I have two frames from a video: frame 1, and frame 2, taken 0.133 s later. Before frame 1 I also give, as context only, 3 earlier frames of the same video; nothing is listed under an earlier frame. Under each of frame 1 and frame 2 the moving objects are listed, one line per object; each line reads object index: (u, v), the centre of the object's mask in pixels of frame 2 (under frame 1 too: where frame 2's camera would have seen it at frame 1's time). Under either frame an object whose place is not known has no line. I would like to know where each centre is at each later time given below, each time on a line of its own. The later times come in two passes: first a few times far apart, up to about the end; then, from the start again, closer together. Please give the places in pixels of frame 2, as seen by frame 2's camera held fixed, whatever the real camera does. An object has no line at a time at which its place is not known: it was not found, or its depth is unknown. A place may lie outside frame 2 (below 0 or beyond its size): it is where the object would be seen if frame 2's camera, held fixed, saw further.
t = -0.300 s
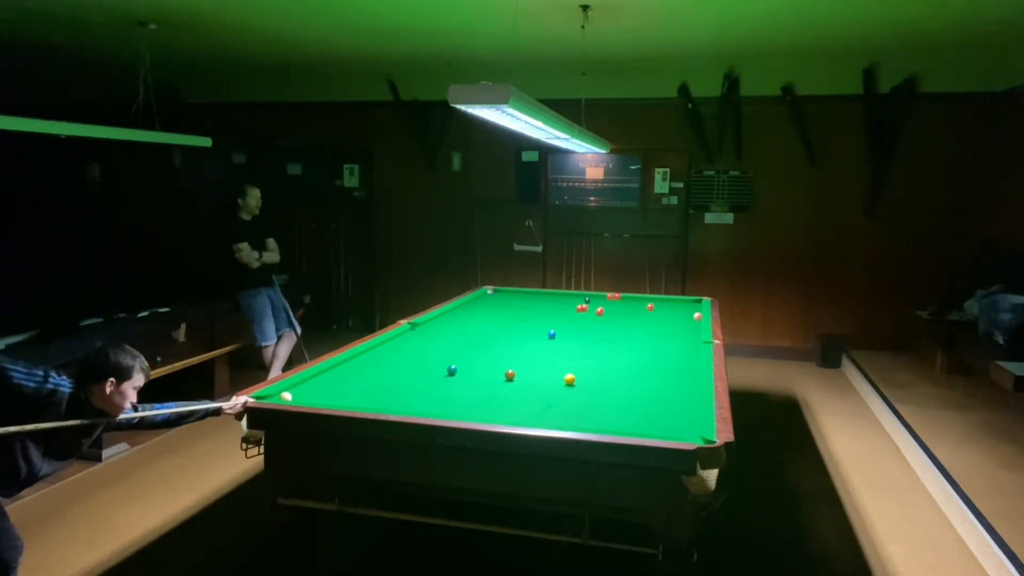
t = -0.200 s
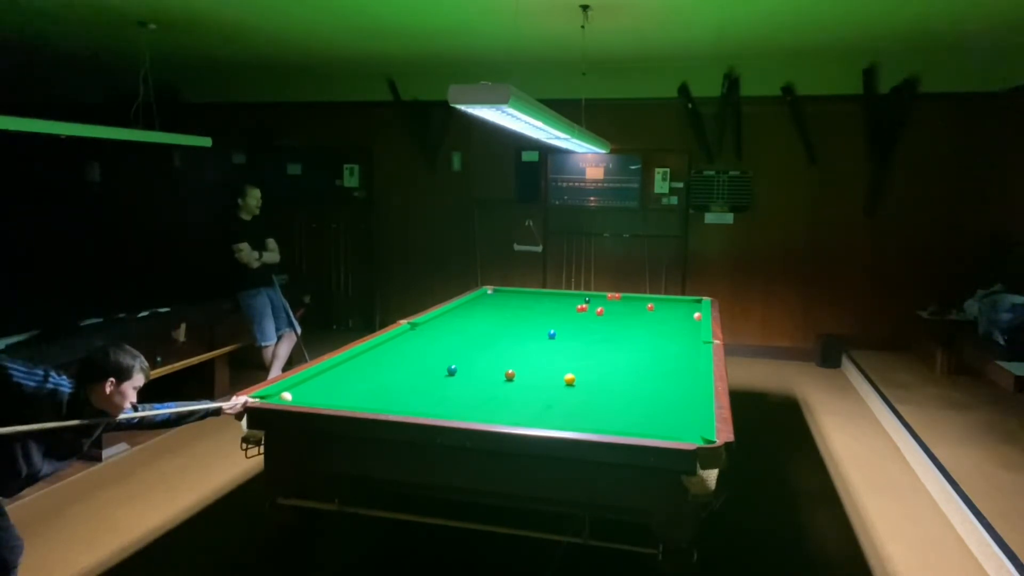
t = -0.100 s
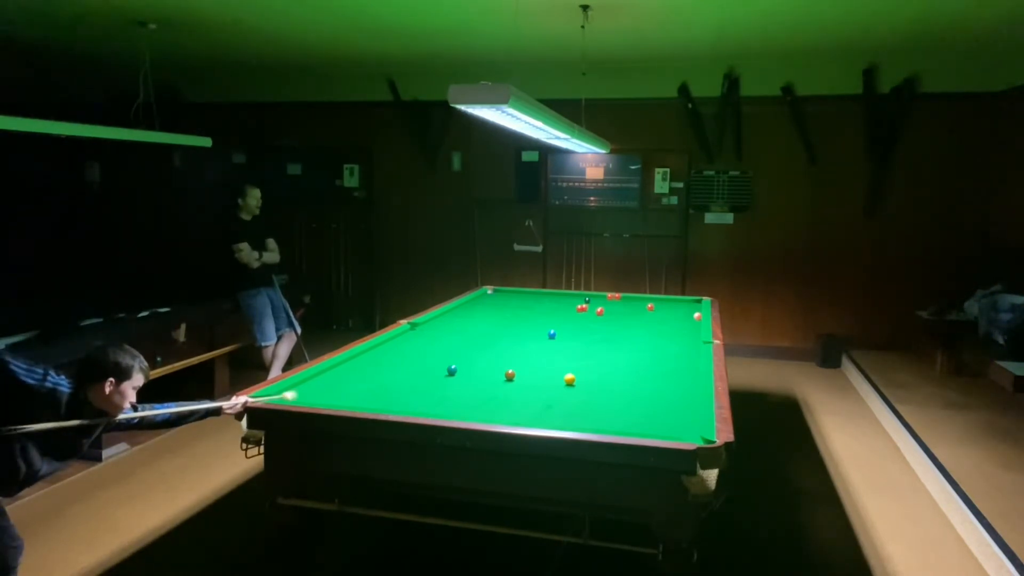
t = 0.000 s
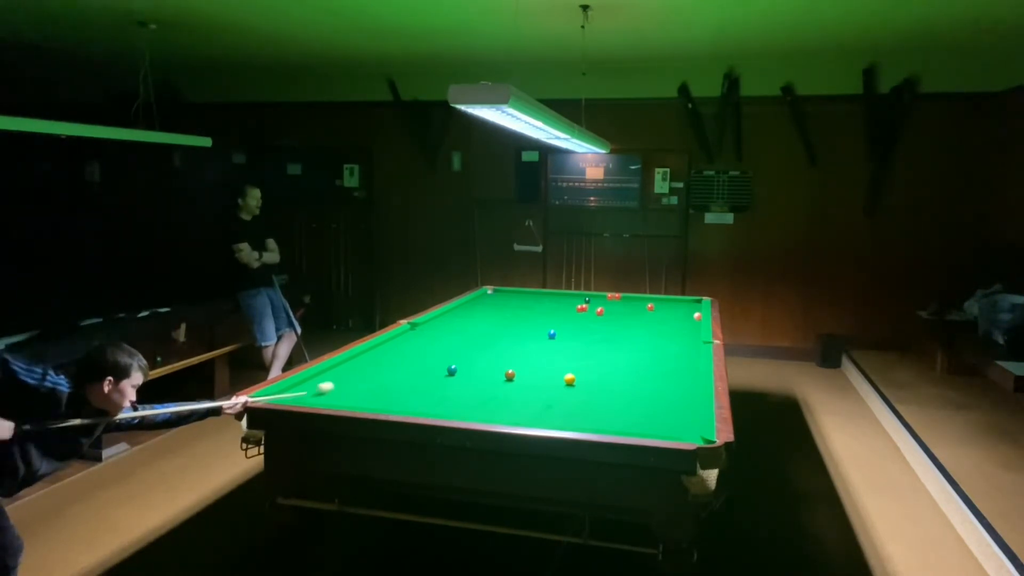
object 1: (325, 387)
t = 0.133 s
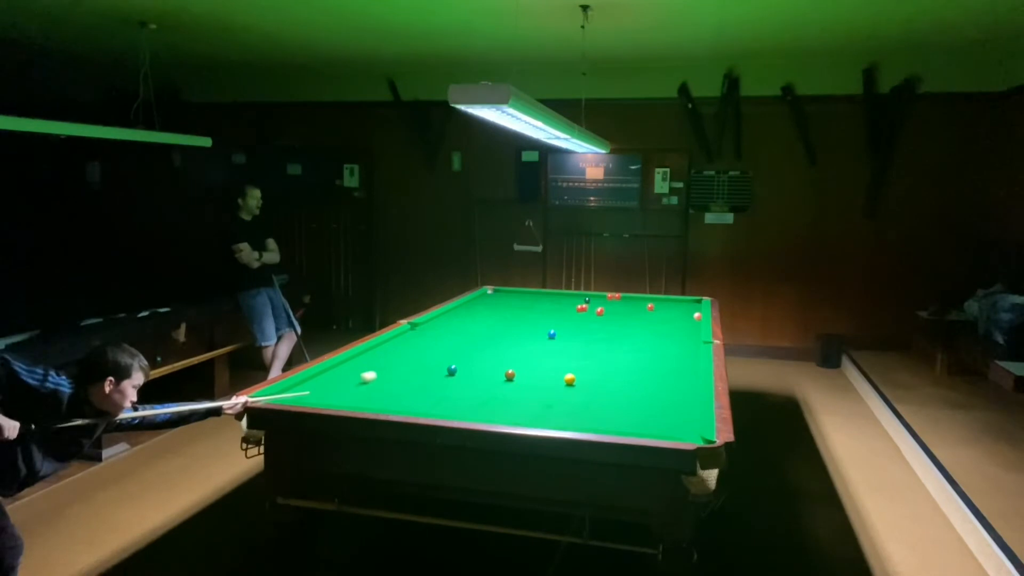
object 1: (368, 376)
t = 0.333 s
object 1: (424, 363)
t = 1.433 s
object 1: (618, 314)
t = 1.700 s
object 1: (644, 307)
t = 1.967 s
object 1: (641, 304)
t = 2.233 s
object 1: (641, 302)
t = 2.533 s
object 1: (640, 299)
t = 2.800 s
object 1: (639, 298)
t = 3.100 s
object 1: (637, 299)
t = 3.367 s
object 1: (635, 300)
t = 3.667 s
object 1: (633, 301)
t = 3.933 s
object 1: (631, 302)
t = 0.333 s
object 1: (424, 363)
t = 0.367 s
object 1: (432, 360)
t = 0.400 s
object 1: (441, 358)
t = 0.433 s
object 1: (448, 356)
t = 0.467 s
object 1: (456, 354)
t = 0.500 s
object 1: (464, 353)
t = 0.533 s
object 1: (471, 351)
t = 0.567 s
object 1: (478, 349)
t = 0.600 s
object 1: (485, 347)
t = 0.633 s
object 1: (492, 345)
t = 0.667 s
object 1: (499, 344)
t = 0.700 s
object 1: (505, 342)
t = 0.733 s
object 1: (511, 341)
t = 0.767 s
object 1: (518, 339)
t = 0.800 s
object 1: (524, 338)
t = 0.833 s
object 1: (530, 336)
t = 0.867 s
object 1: (535, 335)
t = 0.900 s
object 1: (541, 333)
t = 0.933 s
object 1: (546, 331)
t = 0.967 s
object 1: (552, 329)
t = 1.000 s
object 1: (558, 329)
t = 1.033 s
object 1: (563, 328)
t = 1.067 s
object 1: (568, 327)
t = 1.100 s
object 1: (573, 325)
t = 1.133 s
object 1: (578, 324)
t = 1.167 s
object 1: (583, 323)
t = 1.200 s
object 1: (587, 322)
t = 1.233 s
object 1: (592, 321)
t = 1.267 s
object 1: (596, 320)
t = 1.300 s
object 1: (601, 318)
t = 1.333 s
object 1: (605, 317)
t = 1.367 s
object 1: (609, 316)
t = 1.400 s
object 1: (614, 315)
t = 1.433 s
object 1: (618, 314)
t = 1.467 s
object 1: (622, 313)
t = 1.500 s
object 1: (626, 312)
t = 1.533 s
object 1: (630, 311)
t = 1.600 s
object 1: (637, 309)
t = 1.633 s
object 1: (641, 308)
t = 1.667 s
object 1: (644, 308)
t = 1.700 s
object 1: (644, 307)
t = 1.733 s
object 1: (644, 307)
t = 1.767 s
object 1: (643, 306)
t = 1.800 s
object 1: (642, 306)
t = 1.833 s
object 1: (642, 306)
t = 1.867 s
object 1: (642, 305)
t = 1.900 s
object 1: (642, 305)
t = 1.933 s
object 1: (641, 305)
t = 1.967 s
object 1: (641, 304)
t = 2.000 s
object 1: (641, 304)
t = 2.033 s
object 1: (641, 304)
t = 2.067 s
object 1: (641, 303)
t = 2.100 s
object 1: (641, 303)
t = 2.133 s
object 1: (641, 303)
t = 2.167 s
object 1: (641, 302)
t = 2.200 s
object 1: (641, 302)
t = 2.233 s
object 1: (641, 302)
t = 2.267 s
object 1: (641, 301)
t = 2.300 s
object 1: (641, 301)
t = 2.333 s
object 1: (641, 301)
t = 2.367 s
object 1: (641, 300)
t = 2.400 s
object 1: (640, 300)
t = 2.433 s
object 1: (640, 300)
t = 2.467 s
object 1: (640, 299)
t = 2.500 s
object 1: (640, 299)
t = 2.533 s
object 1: (640, 299)
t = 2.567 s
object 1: (640, 299)
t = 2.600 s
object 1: (640, 298)
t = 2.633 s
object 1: (640, 298)
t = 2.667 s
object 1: (640, 298)
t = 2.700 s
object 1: (640, 298)
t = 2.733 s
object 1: (640, 297)
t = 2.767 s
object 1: (640, 297)
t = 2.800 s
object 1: (639, 298)
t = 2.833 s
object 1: (639, 298)
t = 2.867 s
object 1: (639, 298)
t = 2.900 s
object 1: (638, 298)
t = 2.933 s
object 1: (638, 298)
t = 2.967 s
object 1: (638, 298)
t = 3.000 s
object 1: (638, 298)
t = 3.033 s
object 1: (637, 298)
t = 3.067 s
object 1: (637, 298)
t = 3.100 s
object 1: (637, 299)
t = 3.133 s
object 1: (637, 299)
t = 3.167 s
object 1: (636, 299)
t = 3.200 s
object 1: (636, 299)
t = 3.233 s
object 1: (636, 299)
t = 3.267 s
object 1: (636, 299)
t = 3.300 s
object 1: (635, 300)
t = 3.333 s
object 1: (635, 300)
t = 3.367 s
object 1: (635, 300)
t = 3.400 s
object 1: (635, 300)
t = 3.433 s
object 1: (635, 300)
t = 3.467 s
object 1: (634, 300)
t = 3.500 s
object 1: (634, 300)
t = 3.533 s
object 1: (634, 301)
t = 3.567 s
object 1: (633, 301)
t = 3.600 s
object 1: (633, 301)
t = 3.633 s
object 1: (633, 301)
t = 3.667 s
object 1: (633, 301)
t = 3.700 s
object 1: (632, 301)
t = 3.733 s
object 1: (632, 302)
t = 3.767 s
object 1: (632, 302)
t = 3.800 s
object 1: (632, 302)
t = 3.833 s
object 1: (632, 302)
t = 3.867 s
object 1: (631, 302)
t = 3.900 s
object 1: (631, 302)
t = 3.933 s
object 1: (631, 302)
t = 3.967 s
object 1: (631, 302)
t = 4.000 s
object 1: (630, 303)
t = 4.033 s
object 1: (630, 303)
